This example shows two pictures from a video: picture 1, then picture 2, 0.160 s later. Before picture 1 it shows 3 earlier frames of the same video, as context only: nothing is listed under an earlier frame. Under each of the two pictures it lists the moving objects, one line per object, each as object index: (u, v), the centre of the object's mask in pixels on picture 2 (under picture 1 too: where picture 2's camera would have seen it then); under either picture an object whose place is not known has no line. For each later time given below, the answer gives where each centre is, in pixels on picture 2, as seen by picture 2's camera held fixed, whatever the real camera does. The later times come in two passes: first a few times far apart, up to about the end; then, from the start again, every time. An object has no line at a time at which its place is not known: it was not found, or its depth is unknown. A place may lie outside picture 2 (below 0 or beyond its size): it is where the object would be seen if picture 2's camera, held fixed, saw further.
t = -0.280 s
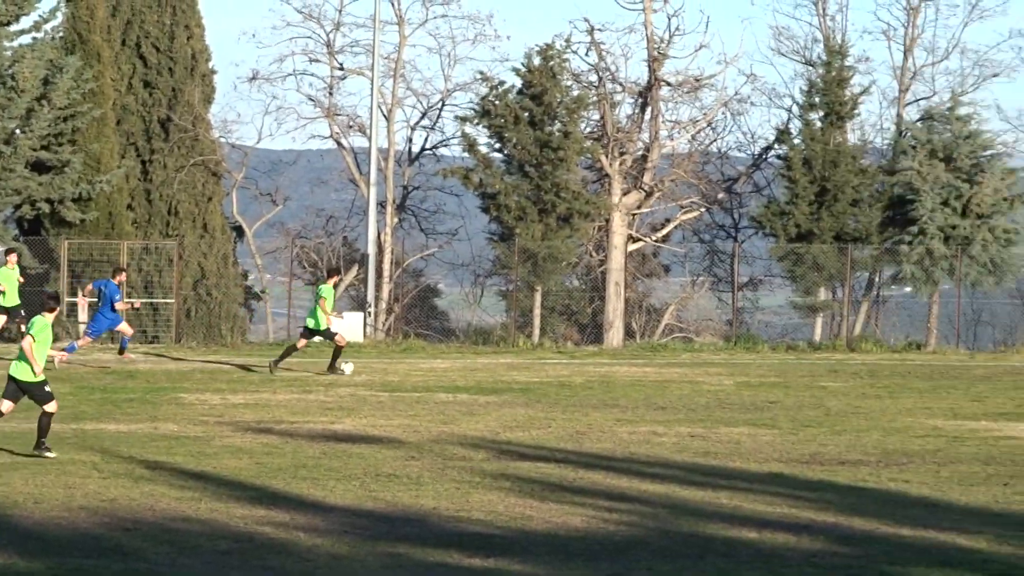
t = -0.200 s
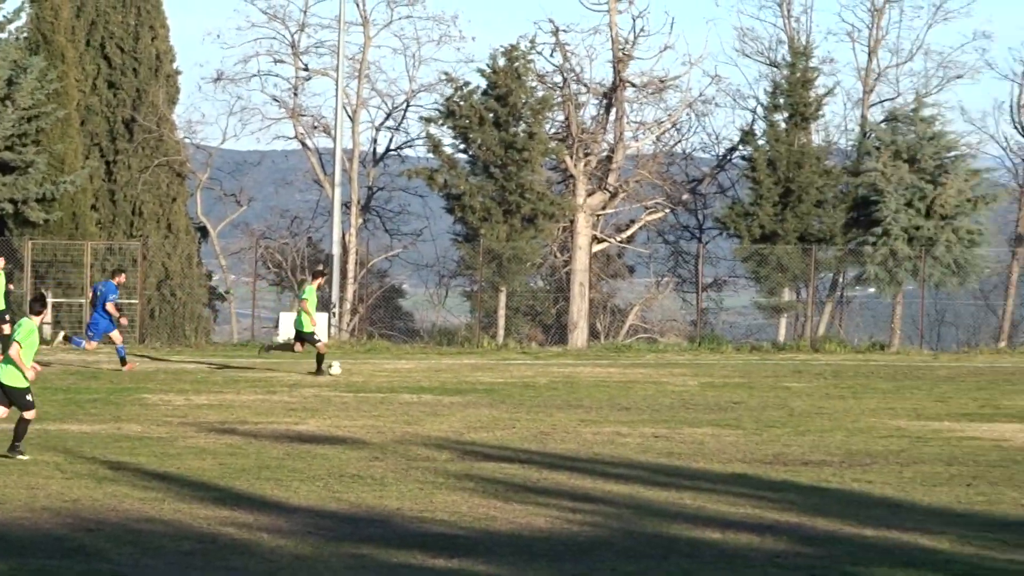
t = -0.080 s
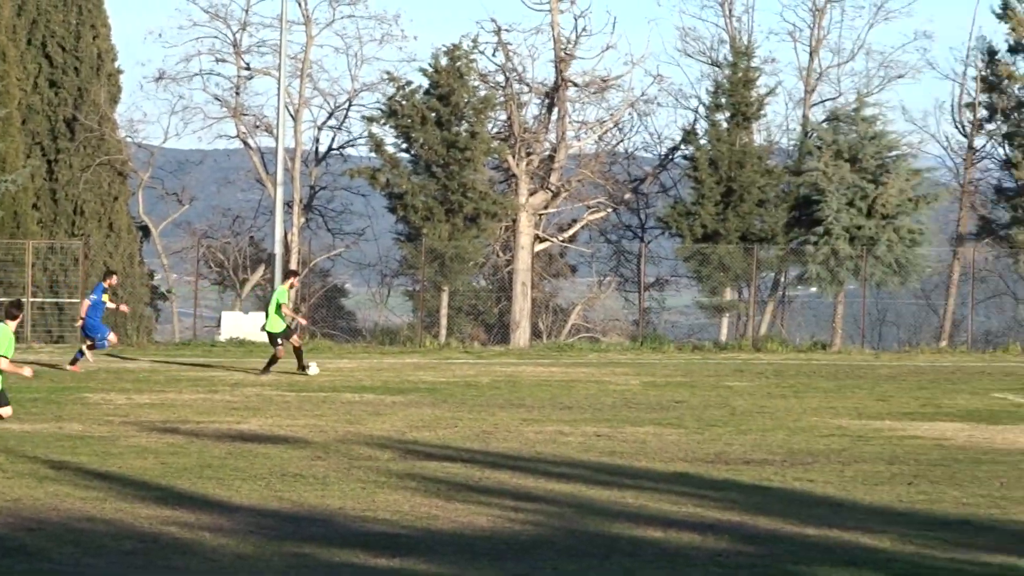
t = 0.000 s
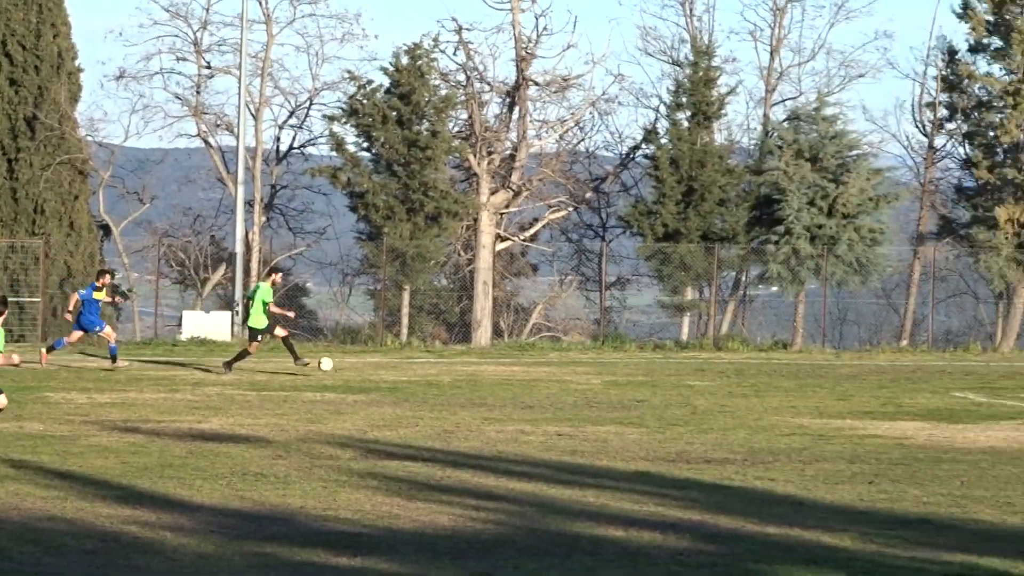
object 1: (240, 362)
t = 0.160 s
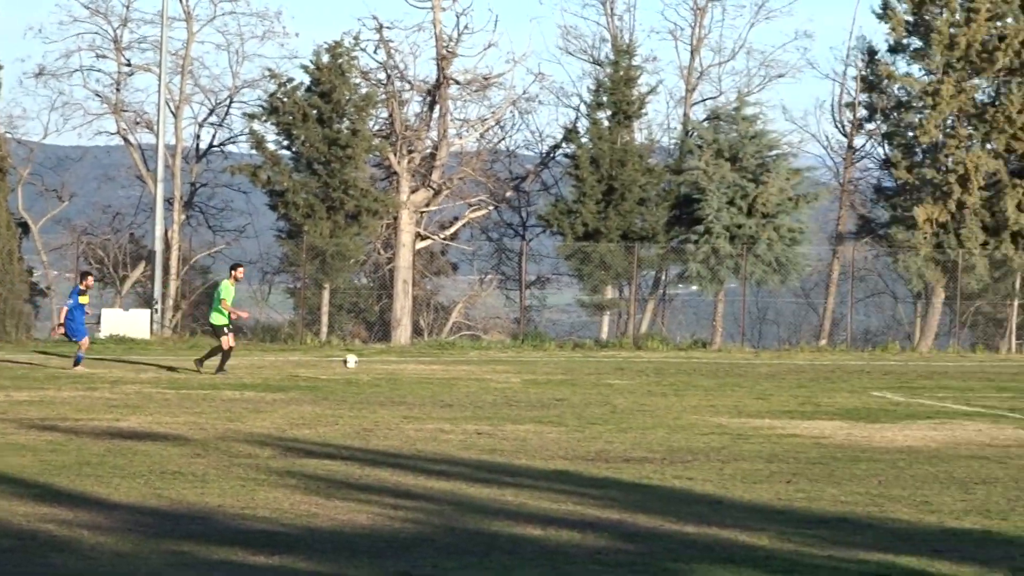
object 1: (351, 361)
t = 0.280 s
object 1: (430, 375)
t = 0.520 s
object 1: (564, 373)
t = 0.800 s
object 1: (711, 392)
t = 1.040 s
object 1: (842, 392)
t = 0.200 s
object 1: (378, 365)
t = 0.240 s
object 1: (404, 369)
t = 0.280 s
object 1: (430, 375)
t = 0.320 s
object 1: (457, 382)
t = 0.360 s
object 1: (479, 380)
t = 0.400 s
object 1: (500, 376)
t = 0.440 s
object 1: (522, 374)
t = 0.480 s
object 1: (543, 373)
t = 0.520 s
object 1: (564, 373)
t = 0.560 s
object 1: (585, 375)
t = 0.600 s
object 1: (606, 378)
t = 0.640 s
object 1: (626, 381)
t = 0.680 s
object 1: (647, 387)
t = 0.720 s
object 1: (668, 393)
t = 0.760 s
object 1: (689, 393)
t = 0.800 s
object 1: (711, 392)
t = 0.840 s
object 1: (733, 394)
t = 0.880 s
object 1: (755, 396)
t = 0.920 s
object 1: (776, 399)
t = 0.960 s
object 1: (798, 396)
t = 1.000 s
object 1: (820, 394)
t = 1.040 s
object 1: (842, 392)
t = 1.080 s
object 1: (865, 393)
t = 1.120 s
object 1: (886, 394)
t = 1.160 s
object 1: (908, 398)
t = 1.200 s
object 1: (930, 402)
